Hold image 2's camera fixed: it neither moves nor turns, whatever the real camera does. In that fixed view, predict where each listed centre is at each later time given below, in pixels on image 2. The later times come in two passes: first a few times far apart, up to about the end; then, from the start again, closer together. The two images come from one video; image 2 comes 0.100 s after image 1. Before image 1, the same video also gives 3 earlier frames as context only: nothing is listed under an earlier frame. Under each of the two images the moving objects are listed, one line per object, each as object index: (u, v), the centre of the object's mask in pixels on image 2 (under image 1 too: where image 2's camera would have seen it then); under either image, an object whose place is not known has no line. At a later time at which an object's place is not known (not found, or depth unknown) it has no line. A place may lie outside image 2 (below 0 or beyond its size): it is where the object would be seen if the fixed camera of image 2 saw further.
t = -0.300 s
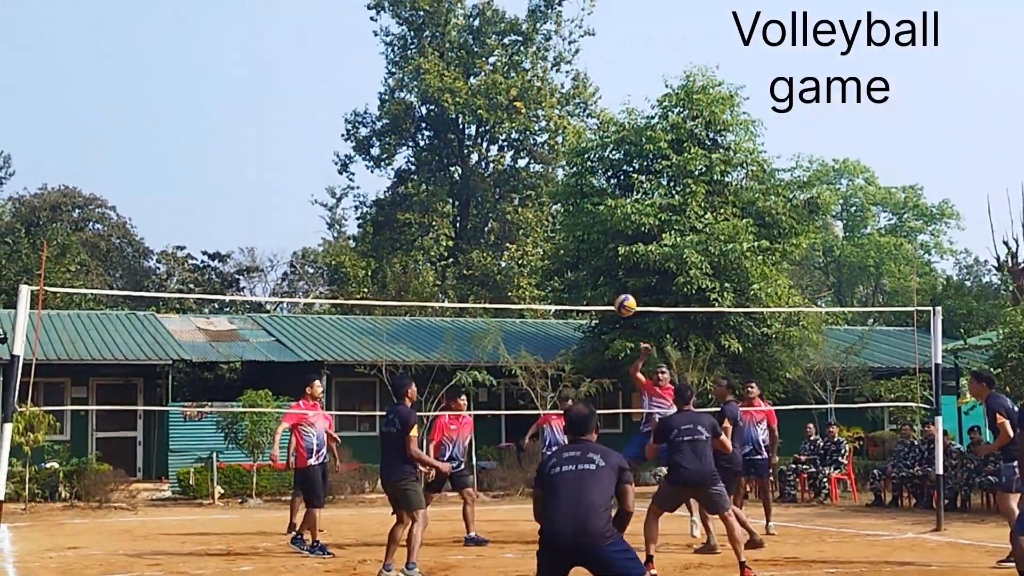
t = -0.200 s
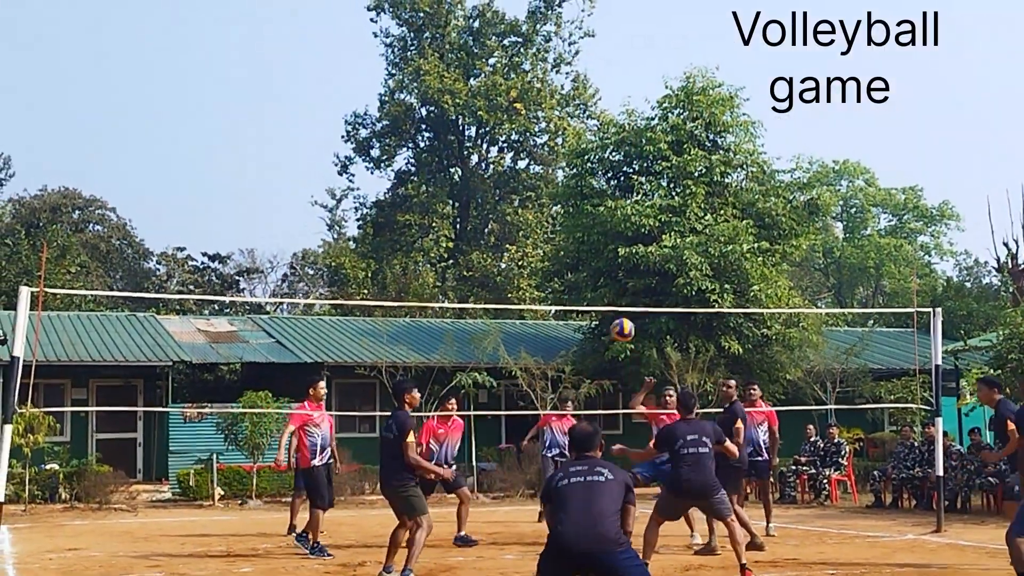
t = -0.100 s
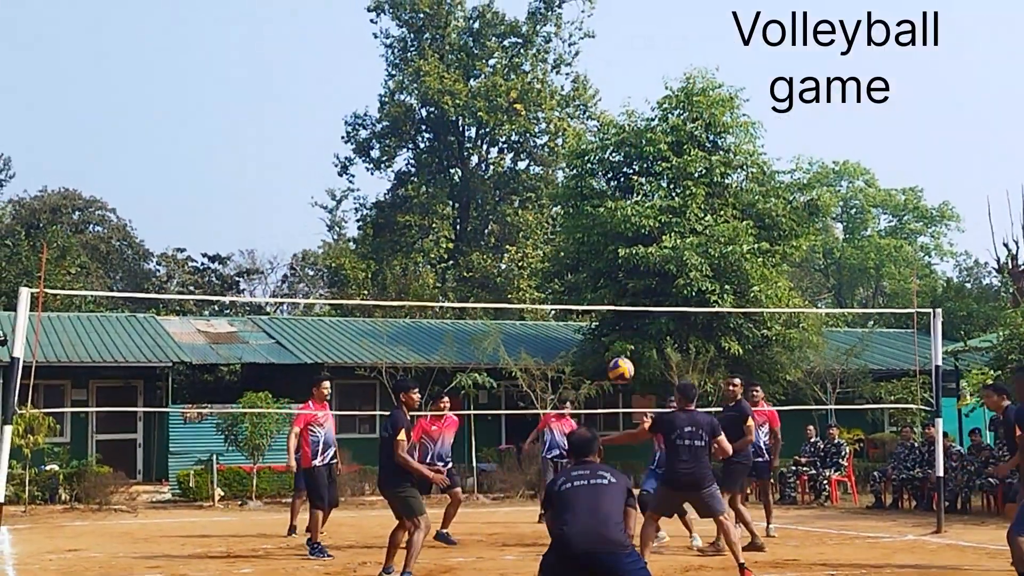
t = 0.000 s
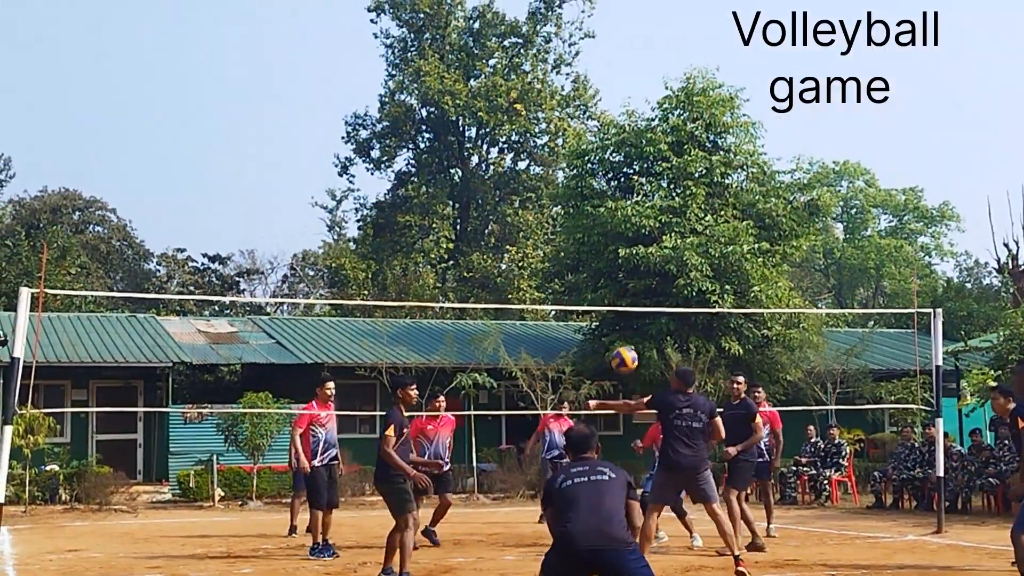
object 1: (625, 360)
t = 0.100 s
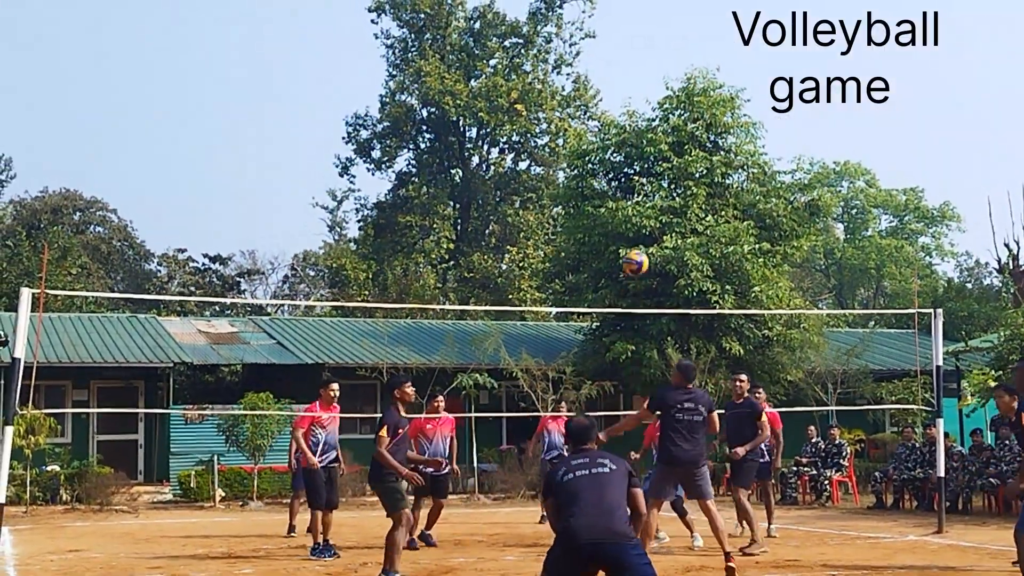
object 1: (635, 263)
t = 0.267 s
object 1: (655, 134)
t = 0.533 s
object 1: (682, 8)
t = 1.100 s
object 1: (741, 2)
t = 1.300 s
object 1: (761, 76)
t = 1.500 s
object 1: (781, 183)
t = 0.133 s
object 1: (639, 235)
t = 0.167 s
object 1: (644, 207)
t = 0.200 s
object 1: (647, 181)
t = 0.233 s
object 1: (651, 157)
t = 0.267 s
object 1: (655, 134)
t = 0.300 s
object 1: (658, 114)
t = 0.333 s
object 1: (661, 94)
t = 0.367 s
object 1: (665, 77)
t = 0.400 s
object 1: (668, 61)
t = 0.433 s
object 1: (672, 46)
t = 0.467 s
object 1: (676, 31)
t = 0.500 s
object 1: (679, 18)
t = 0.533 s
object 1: (682, 8)
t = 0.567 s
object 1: (686, 2)
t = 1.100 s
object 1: (741, 2)
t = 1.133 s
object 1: (744, 12)
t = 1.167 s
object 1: (748, 22)
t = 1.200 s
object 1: (751, 34)
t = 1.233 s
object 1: (755, 47)
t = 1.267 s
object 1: (758, 60)
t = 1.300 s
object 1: (761, 76)
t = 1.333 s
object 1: (764, 92)
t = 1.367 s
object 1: (768, 108)
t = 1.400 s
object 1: (771, 126)
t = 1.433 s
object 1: (774, 145)
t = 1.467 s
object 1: (777, 164)
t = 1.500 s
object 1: (781, 183)
